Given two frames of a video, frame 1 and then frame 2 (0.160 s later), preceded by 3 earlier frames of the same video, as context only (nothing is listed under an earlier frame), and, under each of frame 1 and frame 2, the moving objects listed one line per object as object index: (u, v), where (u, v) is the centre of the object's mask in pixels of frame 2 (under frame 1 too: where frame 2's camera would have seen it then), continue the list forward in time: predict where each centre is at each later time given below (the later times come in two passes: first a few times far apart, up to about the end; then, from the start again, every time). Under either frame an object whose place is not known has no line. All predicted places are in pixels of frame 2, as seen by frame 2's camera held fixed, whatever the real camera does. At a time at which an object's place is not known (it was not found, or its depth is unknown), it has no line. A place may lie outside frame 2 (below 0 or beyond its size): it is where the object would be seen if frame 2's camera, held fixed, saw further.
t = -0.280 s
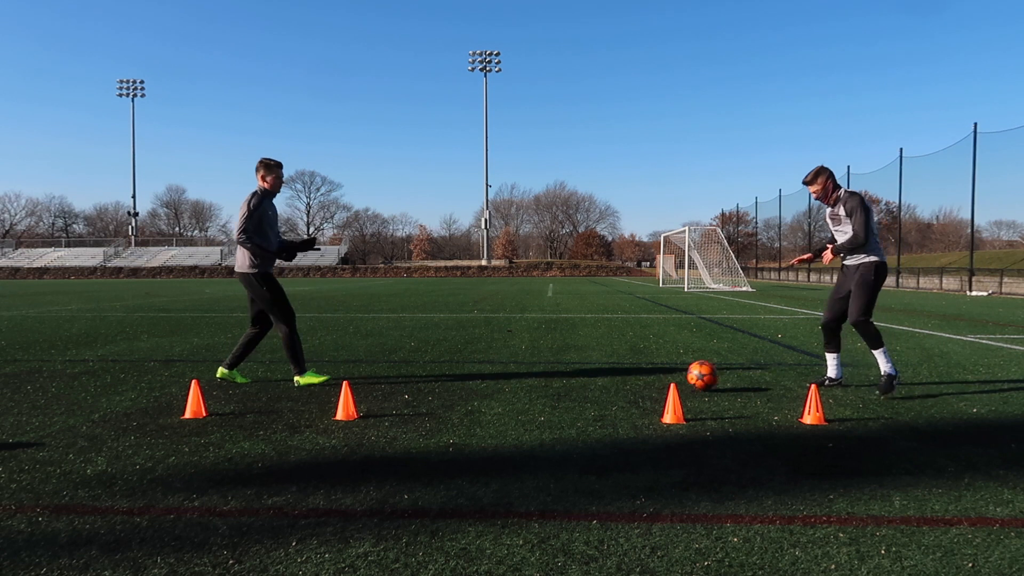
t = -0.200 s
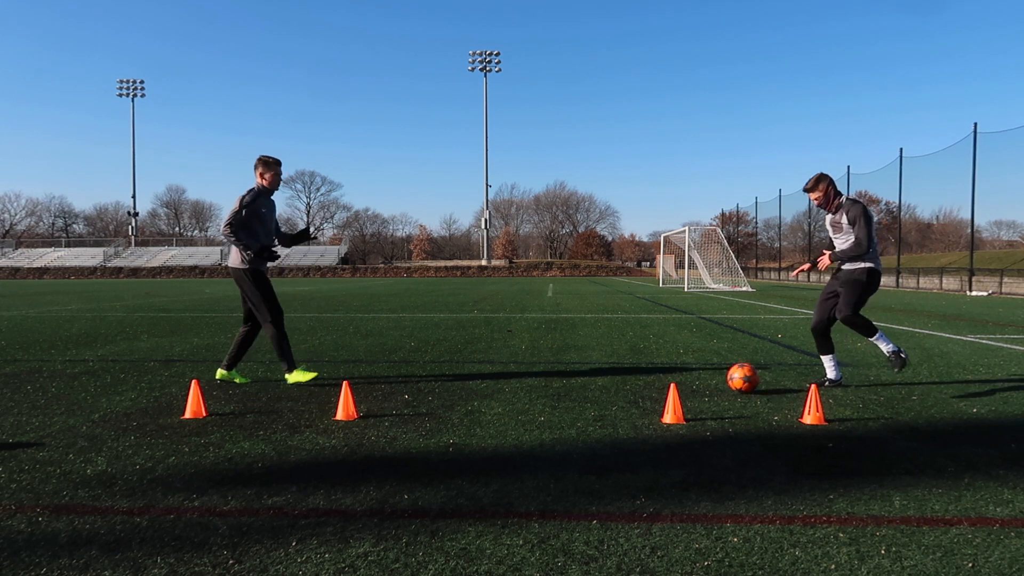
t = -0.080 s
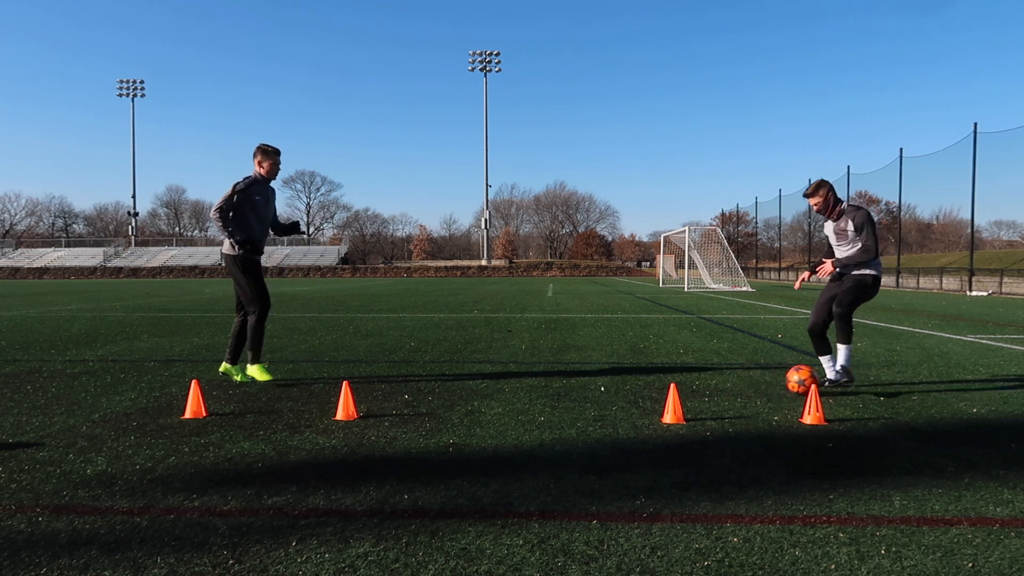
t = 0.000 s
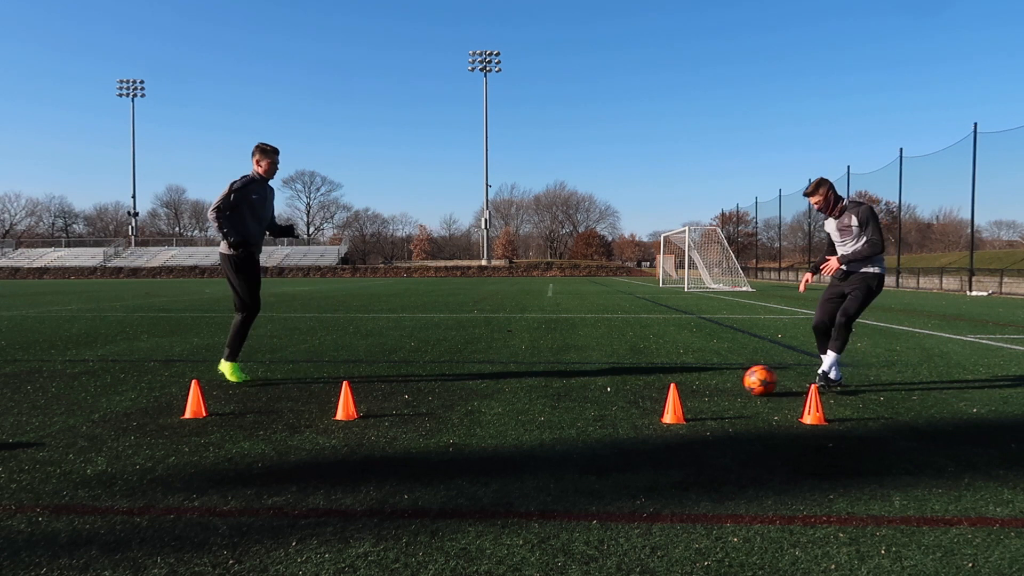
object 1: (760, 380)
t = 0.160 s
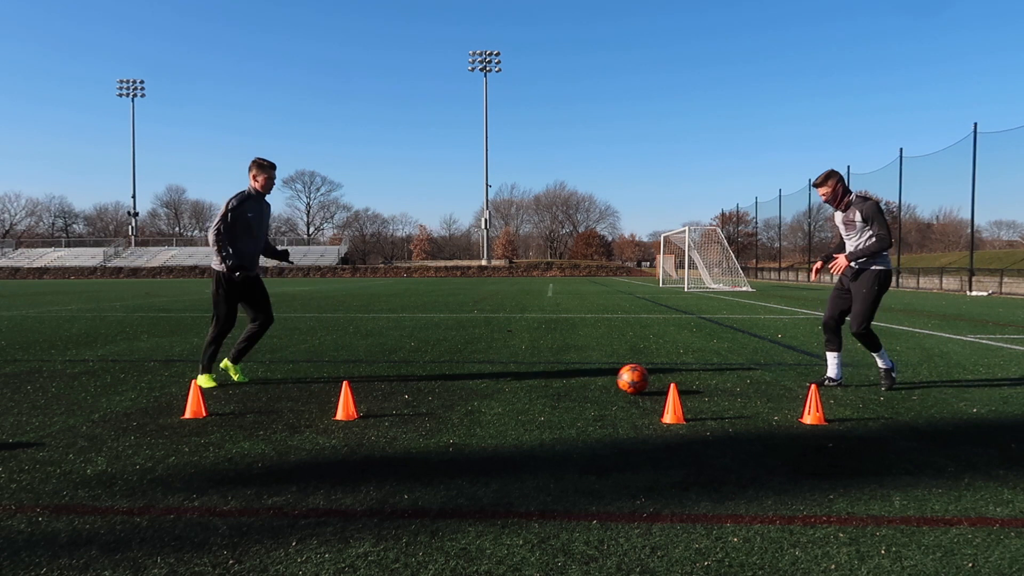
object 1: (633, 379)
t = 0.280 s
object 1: (550, 378)
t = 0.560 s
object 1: (399, 379)
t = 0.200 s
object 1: (605, 378)
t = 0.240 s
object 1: (577, 379)
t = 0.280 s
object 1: (550, 378)
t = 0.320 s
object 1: (526, 378)
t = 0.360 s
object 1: (502, 378)
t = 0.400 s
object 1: (479, 379)
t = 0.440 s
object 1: (458, 378)
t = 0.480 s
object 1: (437, 379)
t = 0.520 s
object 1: (418, 379)
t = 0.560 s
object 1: (399, 379)
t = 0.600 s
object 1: (380, 379)
